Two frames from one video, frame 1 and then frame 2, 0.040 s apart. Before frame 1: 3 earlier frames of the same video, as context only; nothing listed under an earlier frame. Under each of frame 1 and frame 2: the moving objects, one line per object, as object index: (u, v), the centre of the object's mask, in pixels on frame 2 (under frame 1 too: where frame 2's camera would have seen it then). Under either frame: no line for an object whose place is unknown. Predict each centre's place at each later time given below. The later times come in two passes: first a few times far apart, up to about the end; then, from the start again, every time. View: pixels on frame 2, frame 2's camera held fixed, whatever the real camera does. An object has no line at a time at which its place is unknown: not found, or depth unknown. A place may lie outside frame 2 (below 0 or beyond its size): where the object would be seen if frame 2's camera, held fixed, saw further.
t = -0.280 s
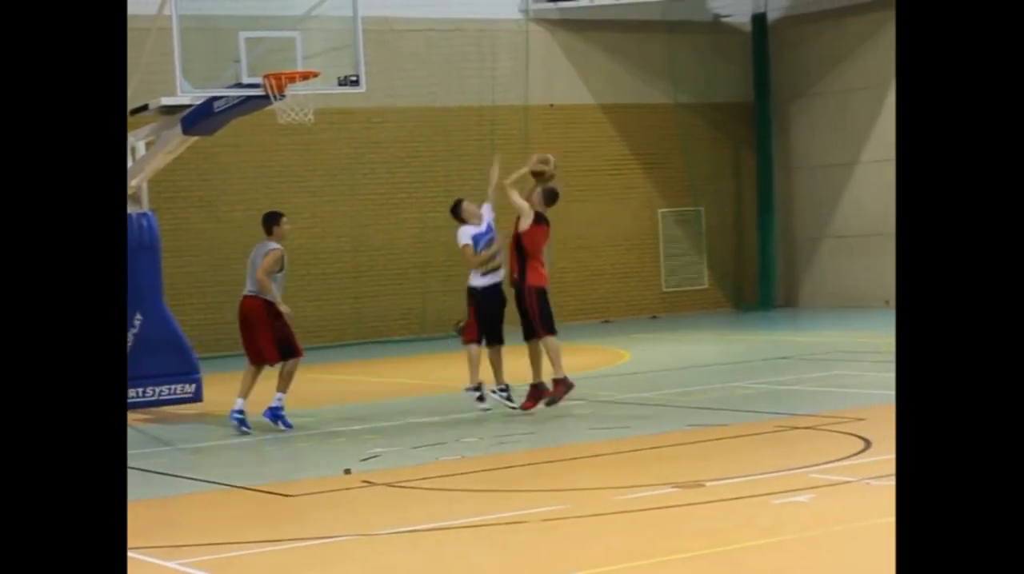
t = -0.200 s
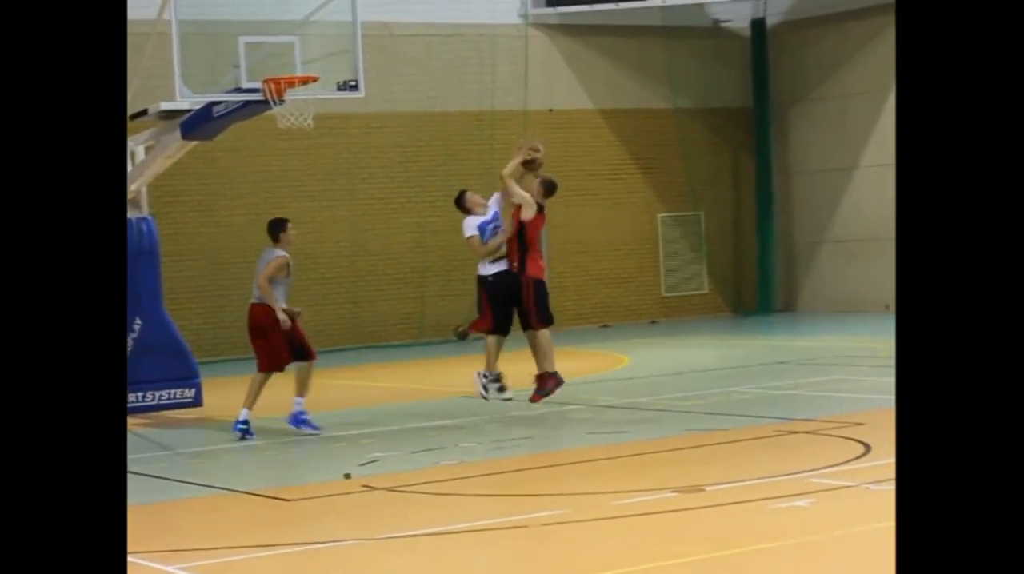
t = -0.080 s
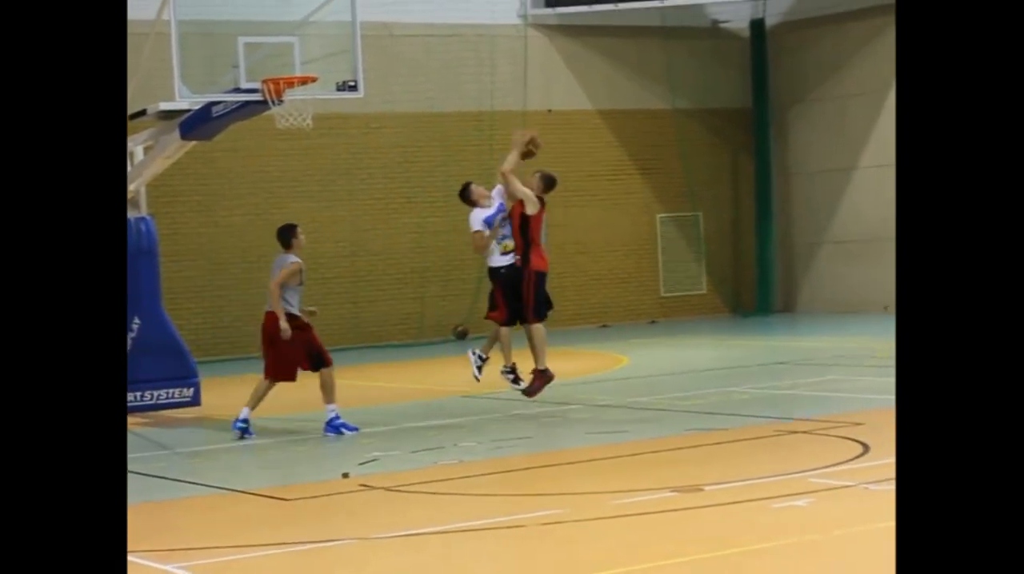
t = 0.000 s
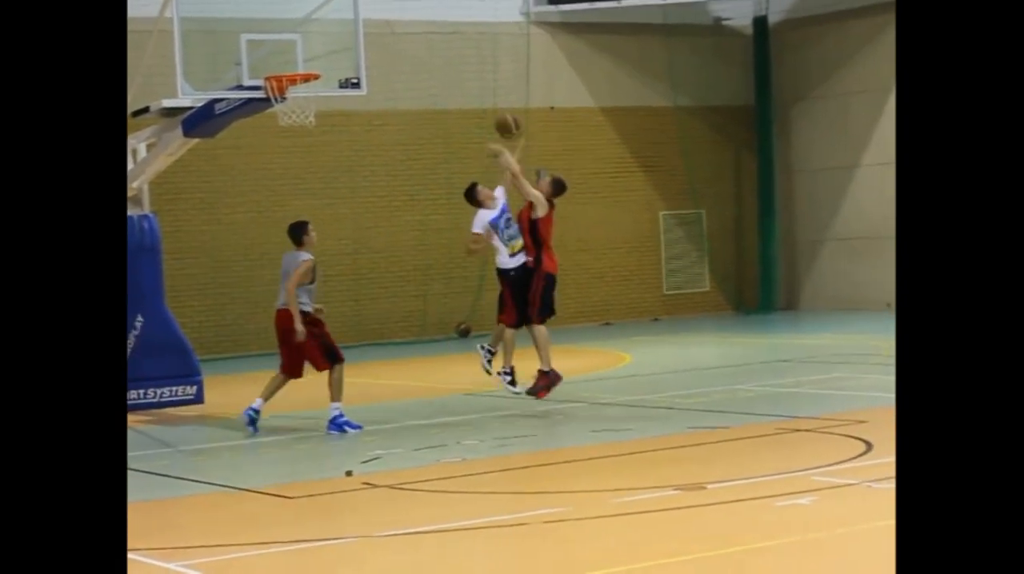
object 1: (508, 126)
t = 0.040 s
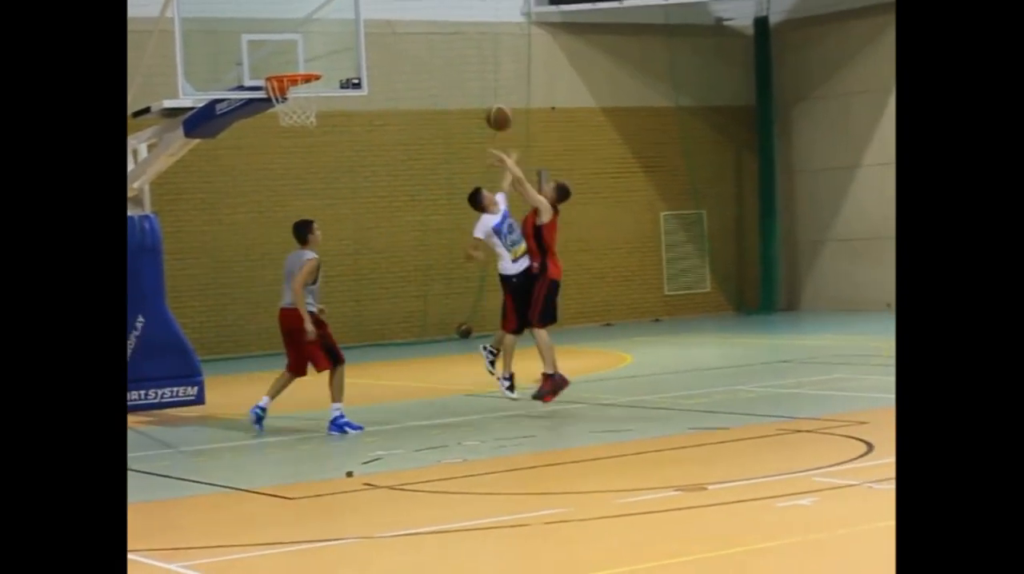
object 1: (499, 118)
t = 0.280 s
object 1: (439, 108)
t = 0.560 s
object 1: (375, 172)
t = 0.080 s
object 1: (488, 113)
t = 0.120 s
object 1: (479, 108)
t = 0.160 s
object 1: (468, 105)
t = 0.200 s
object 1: (458, 104)
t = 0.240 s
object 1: (449, 104)
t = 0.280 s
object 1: (439, 108)
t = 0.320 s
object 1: (430, 111)
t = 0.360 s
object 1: (420, 116)
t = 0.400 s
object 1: (411, 124)
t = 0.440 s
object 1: (402, 133)
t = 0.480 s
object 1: (394, 145)
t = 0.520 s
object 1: (384, 158)
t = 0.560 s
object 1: (375, 172)
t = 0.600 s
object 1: (366, 187)
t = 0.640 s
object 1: (356, 207)
